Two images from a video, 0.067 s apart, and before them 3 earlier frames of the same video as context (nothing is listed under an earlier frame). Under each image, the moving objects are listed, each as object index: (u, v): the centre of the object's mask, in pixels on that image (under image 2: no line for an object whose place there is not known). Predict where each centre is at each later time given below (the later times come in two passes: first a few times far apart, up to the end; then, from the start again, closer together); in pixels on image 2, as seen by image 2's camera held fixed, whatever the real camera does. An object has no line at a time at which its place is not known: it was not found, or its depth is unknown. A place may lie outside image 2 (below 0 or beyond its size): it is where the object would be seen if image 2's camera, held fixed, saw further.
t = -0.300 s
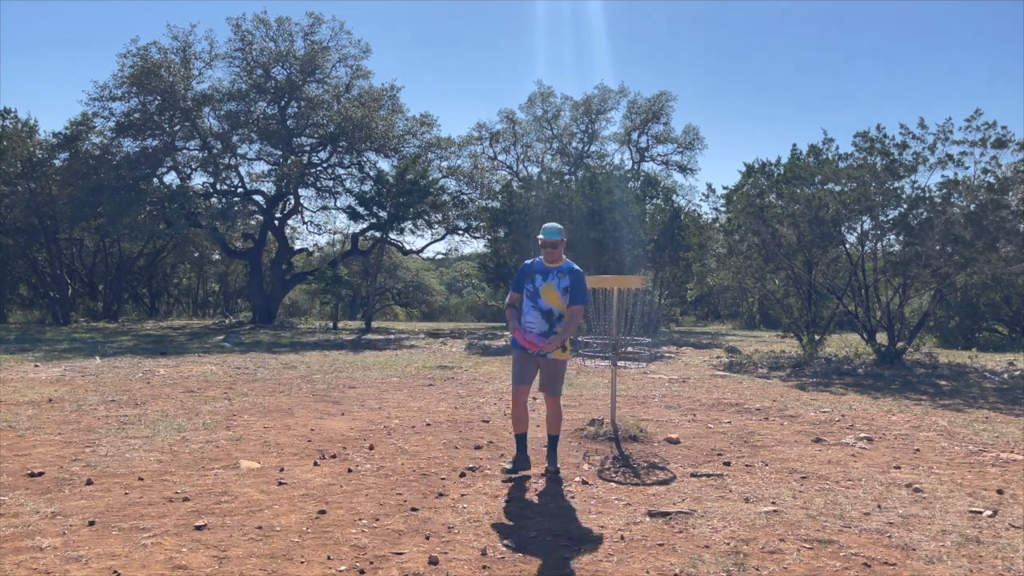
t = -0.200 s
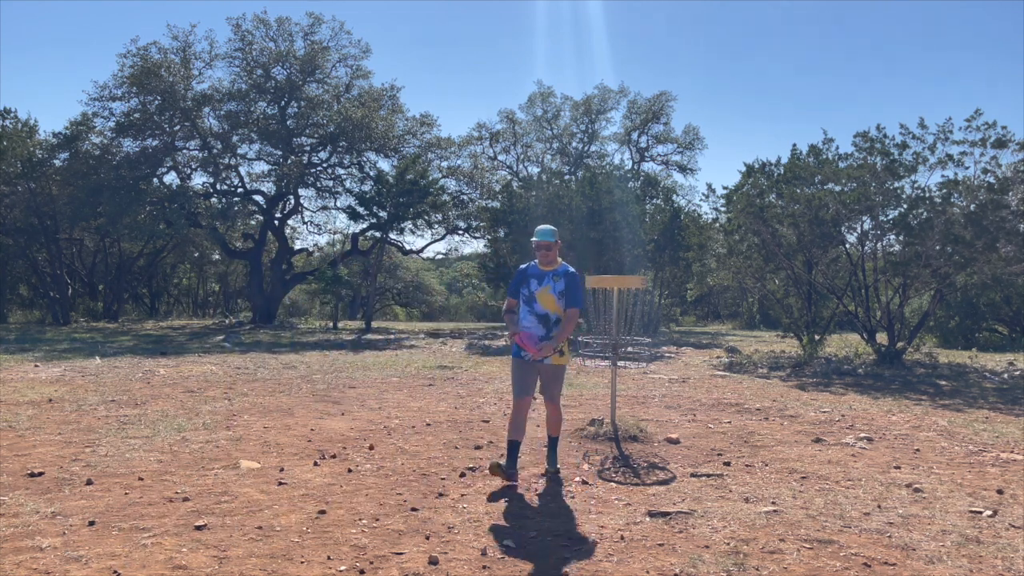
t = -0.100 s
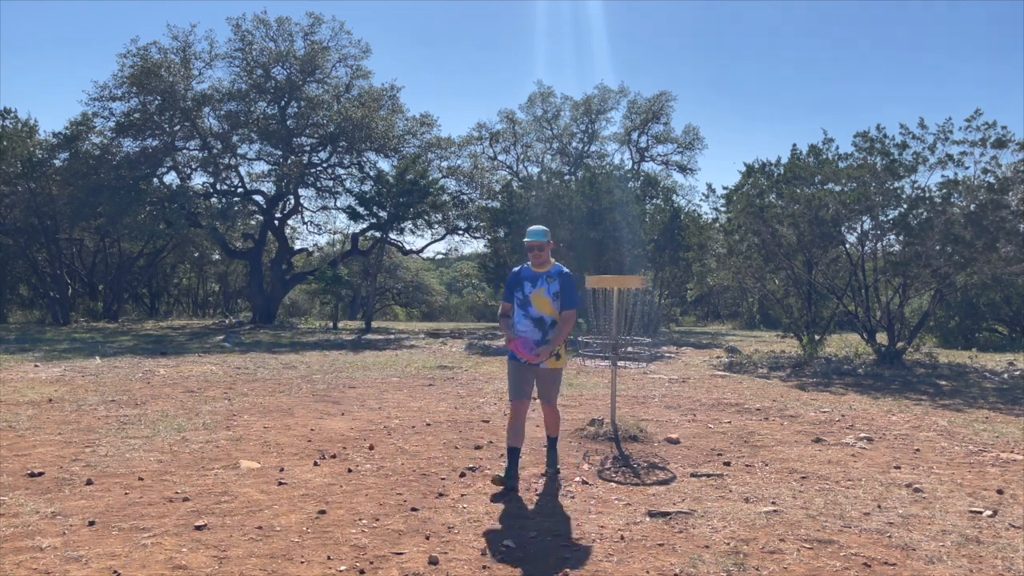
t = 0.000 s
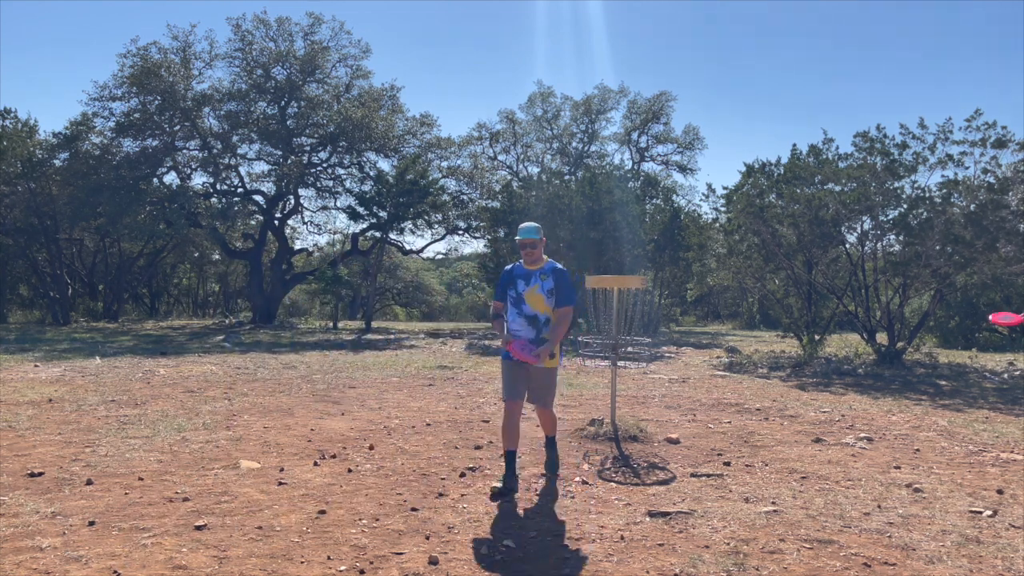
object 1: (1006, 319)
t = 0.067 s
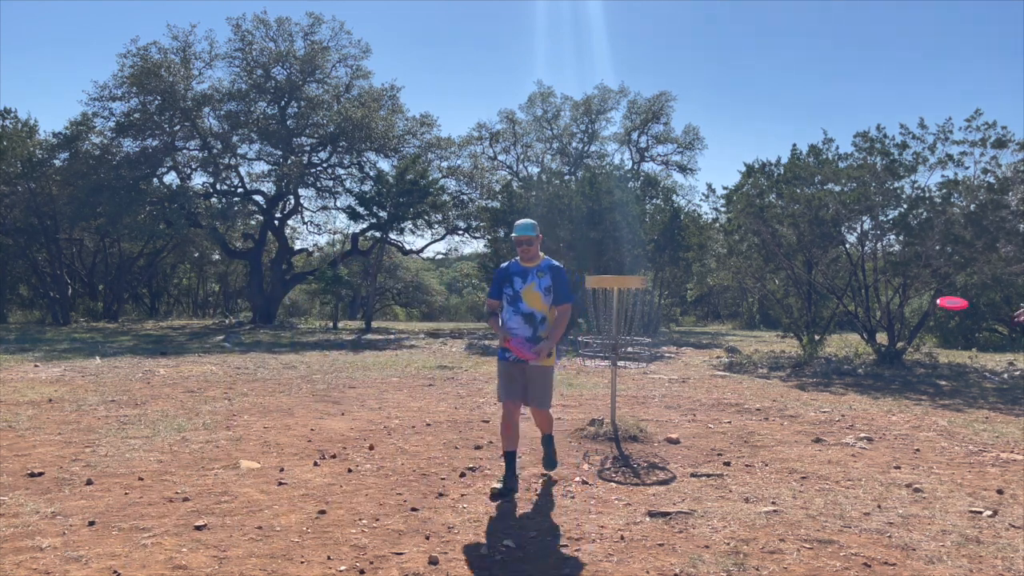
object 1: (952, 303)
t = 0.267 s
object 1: (812, 291)
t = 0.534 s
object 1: (654, 328)
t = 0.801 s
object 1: (598, 350)
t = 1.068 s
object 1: (598, 361)
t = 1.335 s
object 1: (598, 363)
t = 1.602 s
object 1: (598, 363)
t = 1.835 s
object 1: (597, 363)
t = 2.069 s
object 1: (597, 363)
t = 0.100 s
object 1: (927, 298)
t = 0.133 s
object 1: (903, 294)
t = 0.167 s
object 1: (879, 291)
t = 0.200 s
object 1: (856, 290)
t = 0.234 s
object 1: (833, 290)
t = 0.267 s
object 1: (812, 291)
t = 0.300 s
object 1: (790, 294)
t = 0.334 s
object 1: (769, 296)
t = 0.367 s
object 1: (749, 300)
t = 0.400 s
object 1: (729, 305)
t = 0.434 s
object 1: (710, 309)
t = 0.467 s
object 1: (691, 315)
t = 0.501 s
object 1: (672, 321)
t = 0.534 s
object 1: (654, 328)
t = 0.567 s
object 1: (637, 335)
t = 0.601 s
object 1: (626, 340)
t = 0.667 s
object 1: (605, 353)
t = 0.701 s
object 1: (602, 353)
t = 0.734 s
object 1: (600, 350)
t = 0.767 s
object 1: (599, 350)
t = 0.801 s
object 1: (598, 350)
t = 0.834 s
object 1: (597, 353)
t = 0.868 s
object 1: (596, 354)
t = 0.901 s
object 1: (594, 356)
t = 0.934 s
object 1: (595, 358)
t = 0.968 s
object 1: (596, 361)
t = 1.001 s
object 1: (598, 361)
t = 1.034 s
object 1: (598, 362)
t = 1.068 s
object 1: (598, 361)
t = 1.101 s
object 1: (598, 361)
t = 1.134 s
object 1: (598, 361)
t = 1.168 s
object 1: (598, 361)
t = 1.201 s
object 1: (598, 362)
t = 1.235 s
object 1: (597, 363)
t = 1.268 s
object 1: (597, 362)
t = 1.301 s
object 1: (597, 363)
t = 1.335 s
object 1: (598, 363)
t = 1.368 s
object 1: (598, 363)
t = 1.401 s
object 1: (598, 363)
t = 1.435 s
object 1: (598, 363)
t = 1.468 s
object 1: (598, 363)
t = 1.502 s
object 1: (598, 363)
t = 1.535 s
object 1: (598, 363)
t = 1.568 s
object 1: (598, 363)
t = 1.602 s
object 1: (598, 363)
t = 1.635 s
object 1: (597, 363)
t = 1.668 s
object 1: (598, 363)
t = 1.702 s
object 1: (598, 363)
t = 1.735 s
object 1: (597, 363)
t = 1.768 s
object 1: (598, 363)
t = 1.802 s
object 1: (597, 363)
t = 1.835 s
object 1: (597, 363)
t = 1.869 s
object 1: (597, 363)
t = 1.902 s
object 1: (598, 362)
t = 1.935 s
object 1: (597, 363)
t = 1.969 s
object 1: (598, 363)
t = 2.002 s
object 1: (597, 363)
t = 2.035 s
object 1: (597, 363)
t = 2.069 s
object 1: (597, 363)
